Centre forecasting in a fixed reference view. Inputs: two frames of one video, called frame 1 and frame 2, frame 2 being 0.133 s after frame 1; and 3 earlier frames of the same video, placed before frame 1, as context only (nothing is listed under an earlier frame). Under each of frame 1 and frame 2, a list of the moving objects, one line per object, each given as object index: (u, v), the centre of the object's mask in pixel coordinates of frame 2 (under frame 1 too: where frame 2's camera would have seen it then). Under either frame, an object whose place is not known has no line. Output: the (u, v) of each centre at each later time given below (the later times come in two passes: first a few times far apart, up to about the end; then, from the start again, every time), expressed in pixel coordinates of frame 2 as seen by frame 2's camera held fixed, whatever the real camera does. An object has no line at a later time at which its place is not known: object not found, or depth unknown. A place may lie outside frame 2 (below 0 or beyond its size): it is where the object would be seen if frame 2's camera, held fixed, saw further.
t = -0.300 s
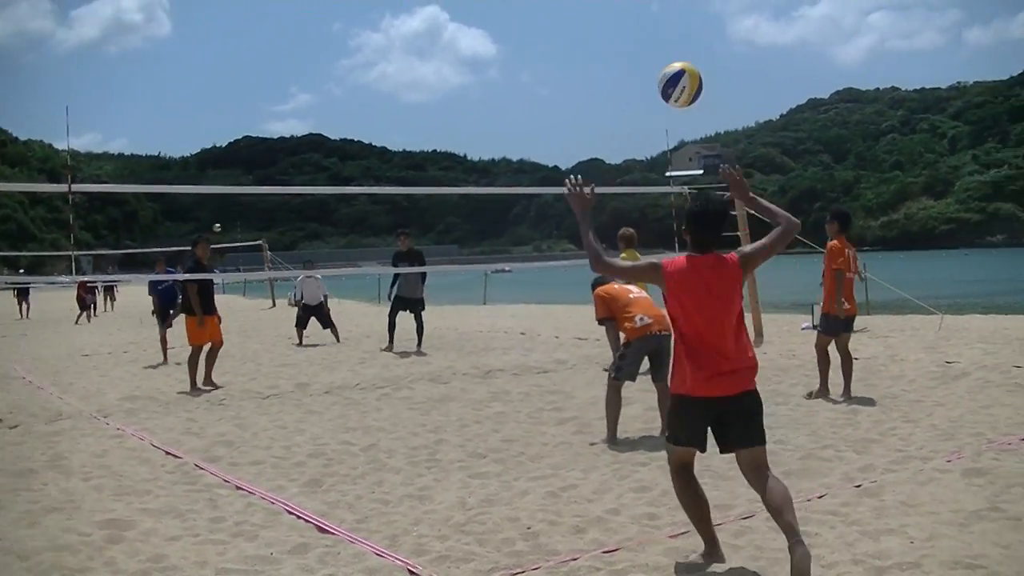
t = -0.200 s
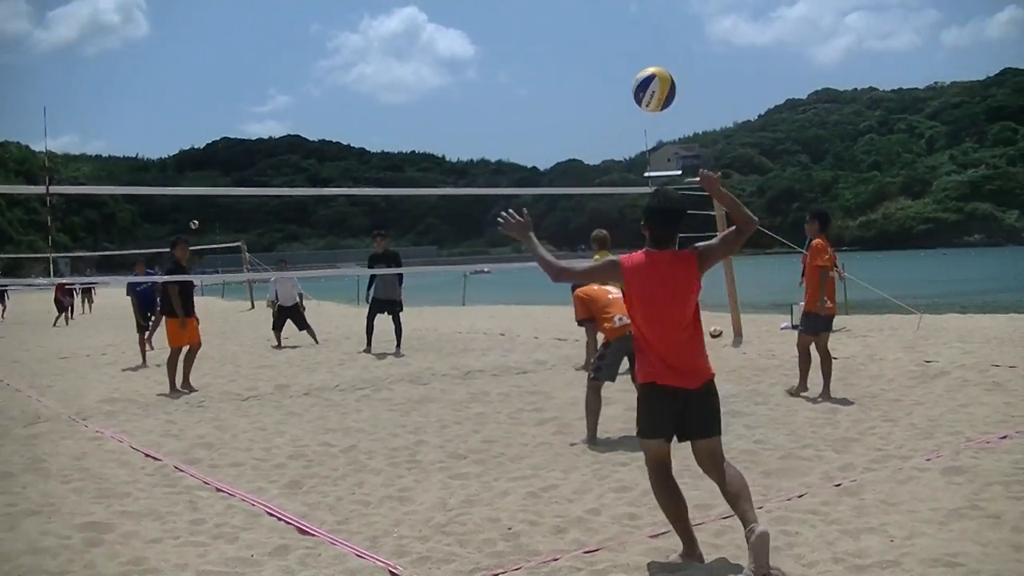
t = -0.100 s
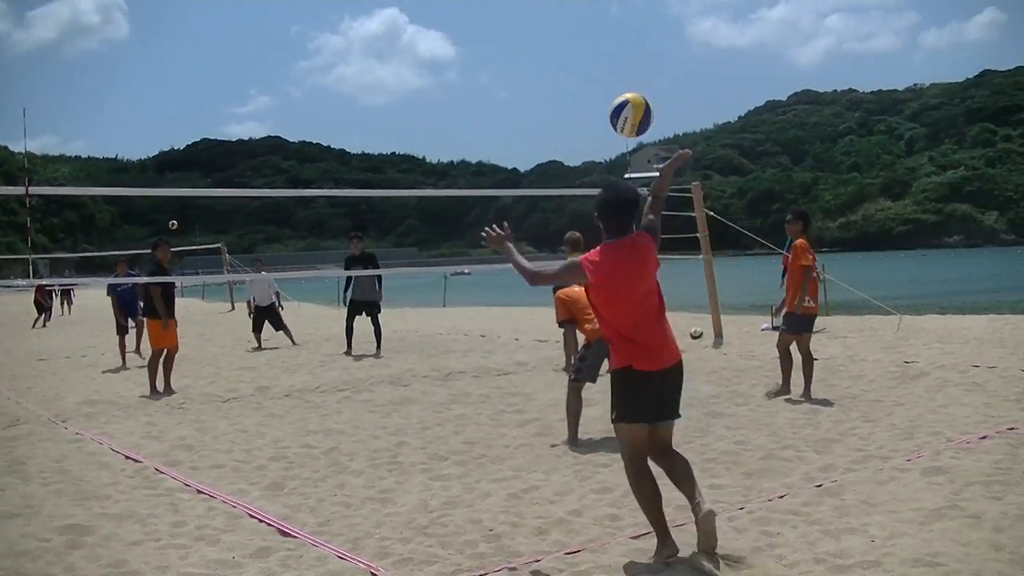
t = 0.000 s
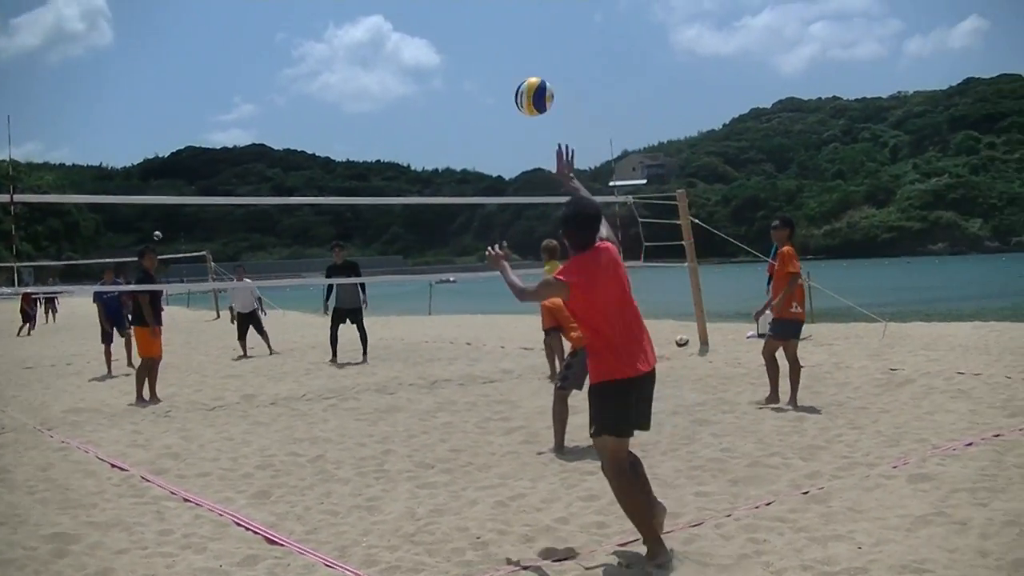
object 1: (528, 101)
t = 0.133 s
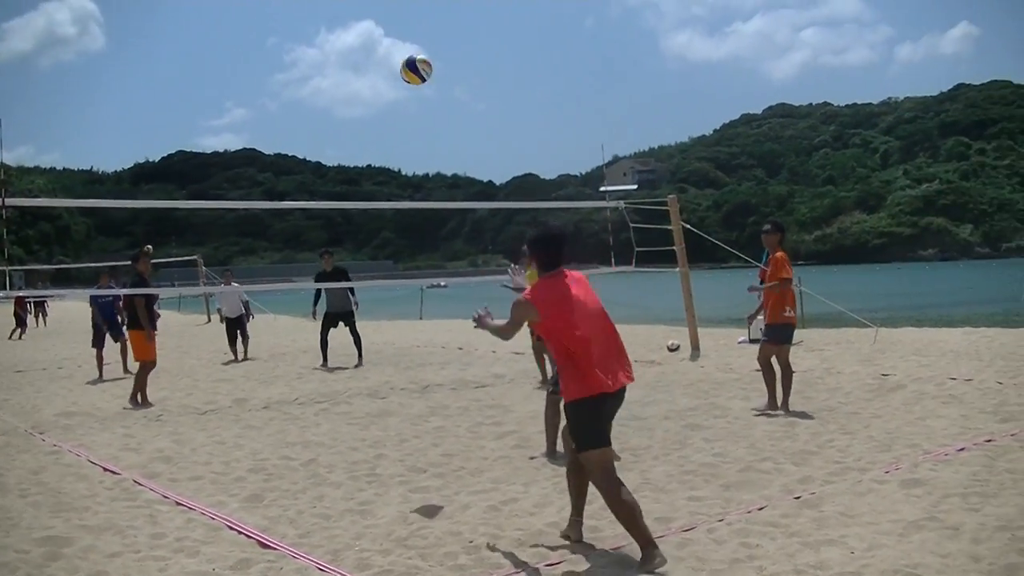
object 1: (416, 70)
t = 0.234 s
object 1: (357, 65)
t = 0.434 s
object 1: (278, 87)
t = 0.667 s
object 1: (224, 146)
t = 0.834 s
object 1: (199, 195)
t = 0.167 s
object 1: (395, 66)
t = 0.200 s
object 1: (375, 65)
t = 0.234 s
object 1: (357, 65)
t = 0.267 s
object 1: (341, 66)
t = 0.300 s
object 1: (326, 68)
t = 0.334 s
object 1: (312, 71)
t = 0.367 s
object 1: (300, 76)
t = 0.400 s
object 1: (288, 81)
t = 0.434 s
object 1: (278, 87)
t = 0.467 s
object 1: (269, 94)
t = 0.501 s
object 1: (260, 101)
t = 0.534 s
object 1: (252, 108)
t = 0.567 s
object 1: (244, 117)
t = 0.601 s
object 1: (236, 127)
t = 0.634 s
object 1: (231, 136)
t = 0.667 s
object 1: (224, 146)
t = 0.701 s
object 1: (219, 156)
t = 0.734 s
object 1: (213, 166)
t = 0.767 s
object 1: (208, 176)
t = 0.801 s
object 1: (204, 189)
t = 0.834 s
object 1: (199, 195)
